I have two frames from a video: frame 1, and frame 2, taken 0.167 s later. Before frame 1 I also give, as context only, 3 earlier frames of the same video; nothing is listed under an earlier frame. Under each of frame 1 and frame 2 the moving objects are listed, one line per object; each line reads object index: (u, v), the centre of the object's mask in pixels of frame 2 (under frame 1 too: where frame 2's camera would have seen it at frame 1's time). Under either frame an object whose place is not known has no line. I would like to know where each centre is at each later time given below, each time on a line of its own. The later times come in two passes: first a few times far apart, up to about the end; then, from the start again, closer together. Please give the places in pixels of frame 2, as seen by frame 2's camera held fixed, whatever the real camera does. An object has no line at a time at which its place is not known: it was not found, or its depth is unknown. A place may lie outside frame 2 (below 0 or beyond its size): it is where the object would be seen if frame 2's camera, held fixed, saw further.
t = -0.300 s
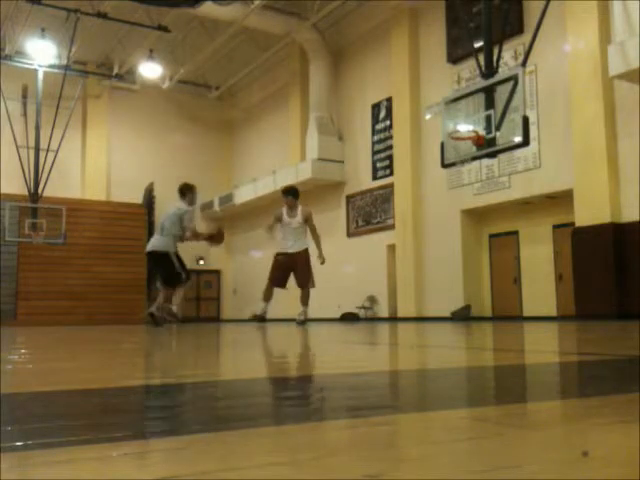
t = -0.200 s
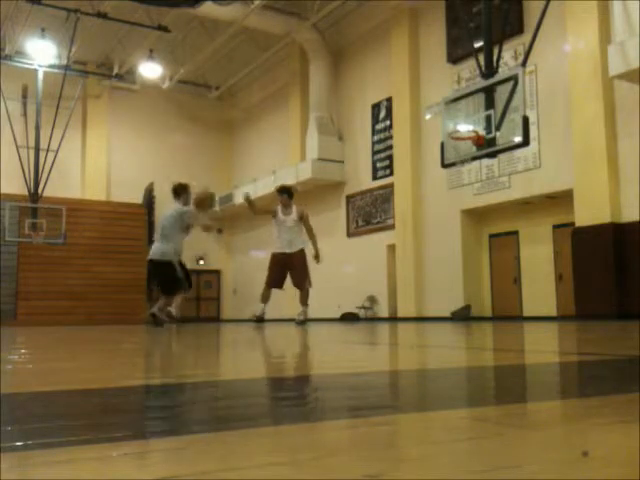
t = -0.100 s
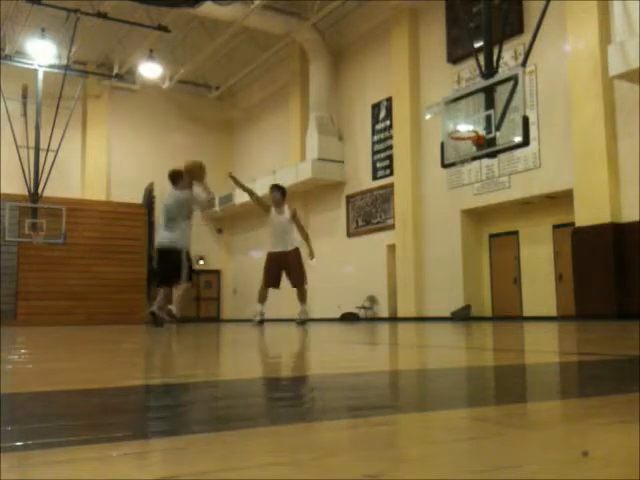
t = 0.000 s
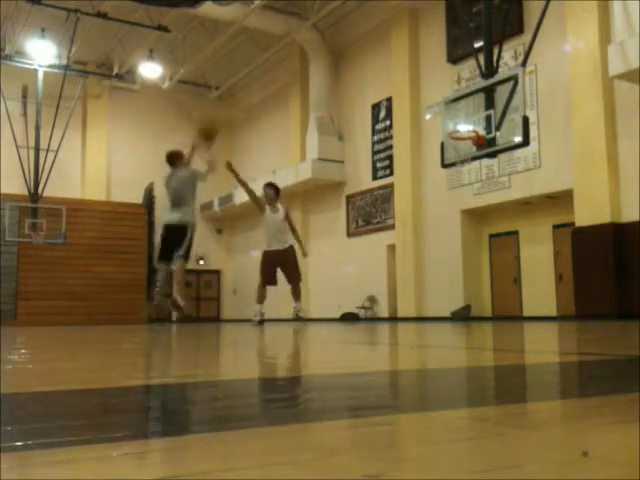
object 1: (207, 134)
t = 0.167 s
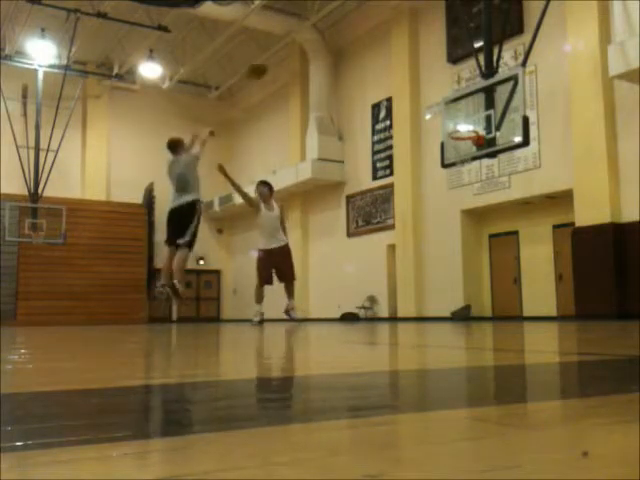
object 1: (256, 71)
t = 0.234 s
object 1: (275, 52)
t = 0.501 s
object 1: (340, 20)
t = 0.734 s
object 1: (386, 31)
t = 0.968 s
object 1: (429, 75)
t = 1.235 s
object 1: (469, 150)
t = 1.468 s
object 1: (464, 176)
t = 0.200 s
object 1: (265, 60)
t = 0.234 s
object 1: (275, 52)
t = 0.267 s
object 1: (285, 45)
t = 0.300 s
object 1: (292, 39)
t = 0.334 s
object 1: (301, 33)
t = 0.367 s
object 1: (310, 28)
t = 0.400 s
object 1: (316, 25)
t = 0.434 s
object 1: (326, 23)
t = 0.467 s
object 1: (332, 22)
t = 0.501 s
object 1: (340, 20)
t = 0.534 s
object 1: (345, 20)
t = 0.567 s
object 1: (353, 20)
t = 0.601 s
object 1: (361, 21)
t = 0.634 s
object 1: (367, 23)
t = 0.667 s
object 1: (375, 25)
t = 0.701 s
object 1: (380, 28)
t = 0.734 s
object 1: (386, 31)
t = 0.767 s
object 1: (394, 36)
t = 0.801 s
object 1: (399, 40)
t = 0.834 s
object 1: (406, 47)
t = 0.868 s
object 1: (412, 53)
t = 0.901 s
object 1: (417, 60)
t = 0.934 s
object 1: (424, 67)
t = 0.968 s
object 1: (429, 75)
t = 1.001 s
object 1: (435, 83)
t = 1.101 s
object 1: (451, 111)
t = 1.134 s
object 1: (456, 121)
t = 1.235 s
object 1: (469, 150)
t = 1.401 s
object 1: (468, 165)
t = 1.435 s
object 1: (466, 170)
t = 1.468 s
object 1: (464, 176)
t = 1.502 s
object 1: (462, 183)
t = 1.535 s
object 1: (460, 190)
